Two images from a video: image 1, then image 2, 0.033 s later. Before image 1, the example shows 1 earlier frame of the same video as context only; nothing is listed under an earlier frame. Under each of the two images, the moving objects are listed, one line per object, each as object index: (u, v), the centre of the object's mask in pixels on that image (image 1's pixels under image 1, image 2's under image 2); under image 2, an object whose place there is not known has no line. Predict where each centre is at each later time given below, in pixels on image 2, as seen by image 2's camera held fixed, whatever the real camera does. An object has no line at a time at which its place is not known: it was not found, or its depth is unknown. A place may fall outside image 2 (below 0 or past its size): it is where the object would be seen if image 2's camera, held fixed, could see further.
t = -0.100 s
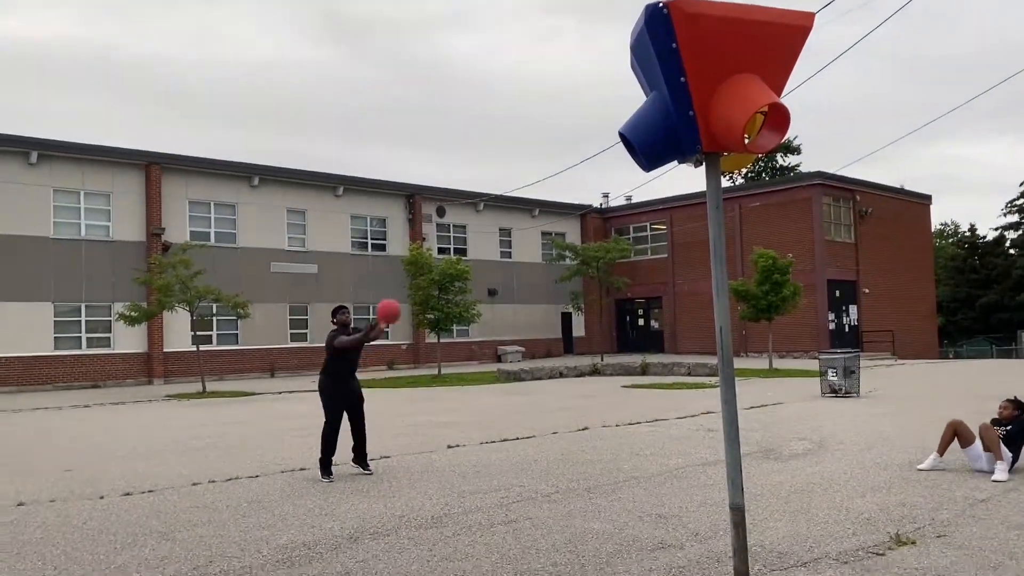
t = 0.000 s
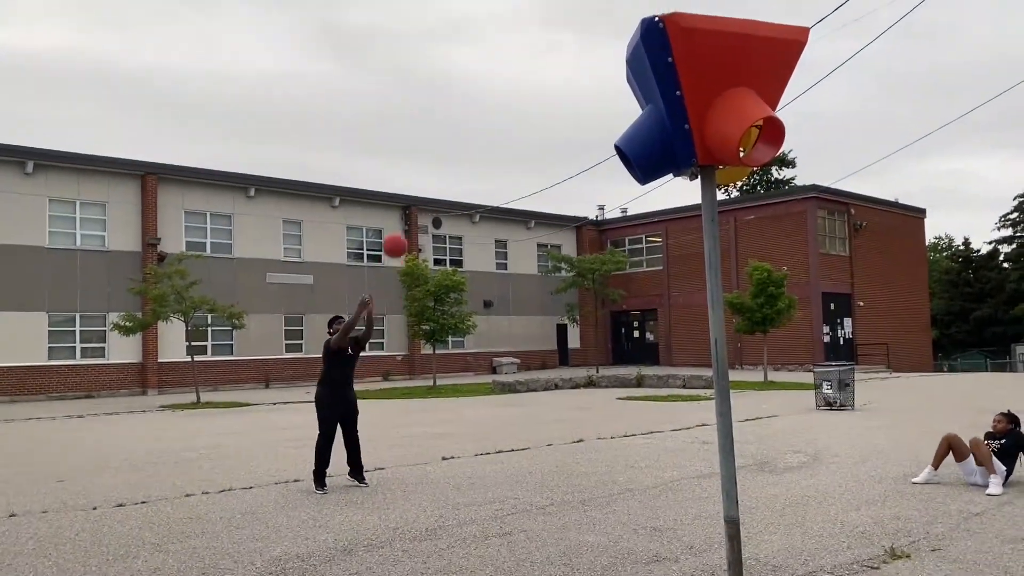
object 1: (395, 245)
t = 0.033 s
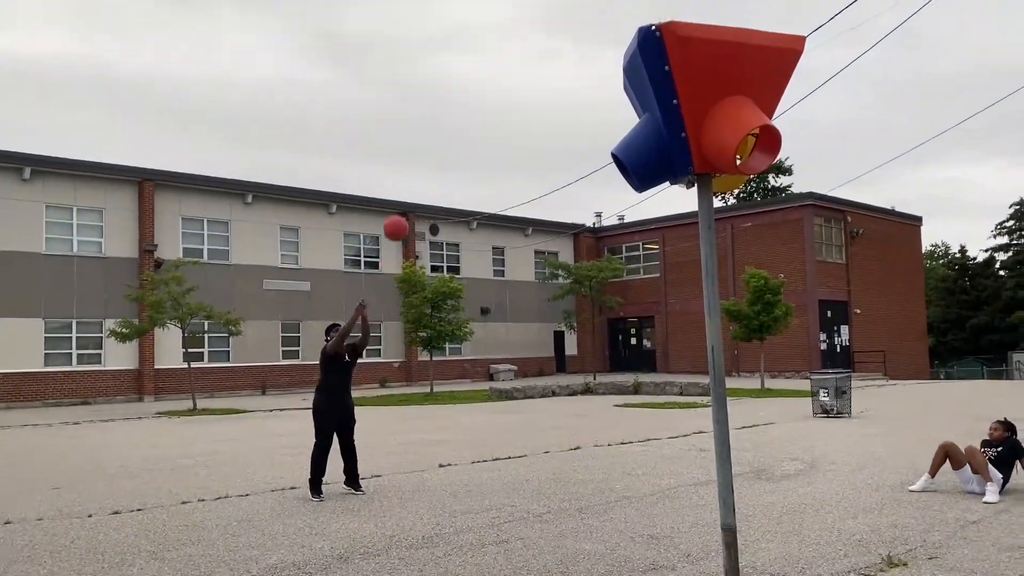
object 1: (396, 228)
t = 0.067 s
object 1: (399, 206)
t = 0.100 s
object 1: (403, 183)
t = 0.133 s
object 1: (406, 161)
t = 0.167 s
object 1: (410, 138)
